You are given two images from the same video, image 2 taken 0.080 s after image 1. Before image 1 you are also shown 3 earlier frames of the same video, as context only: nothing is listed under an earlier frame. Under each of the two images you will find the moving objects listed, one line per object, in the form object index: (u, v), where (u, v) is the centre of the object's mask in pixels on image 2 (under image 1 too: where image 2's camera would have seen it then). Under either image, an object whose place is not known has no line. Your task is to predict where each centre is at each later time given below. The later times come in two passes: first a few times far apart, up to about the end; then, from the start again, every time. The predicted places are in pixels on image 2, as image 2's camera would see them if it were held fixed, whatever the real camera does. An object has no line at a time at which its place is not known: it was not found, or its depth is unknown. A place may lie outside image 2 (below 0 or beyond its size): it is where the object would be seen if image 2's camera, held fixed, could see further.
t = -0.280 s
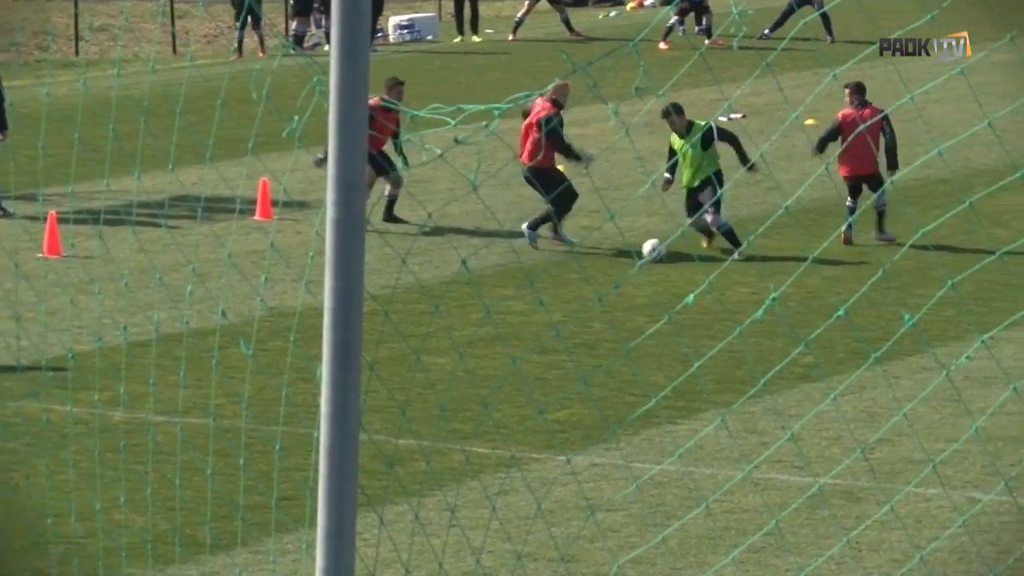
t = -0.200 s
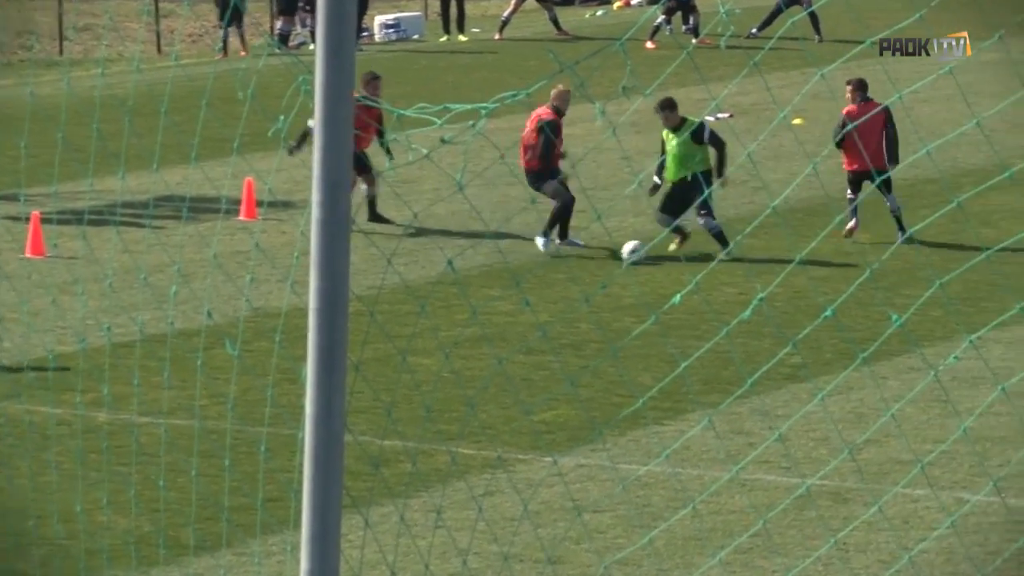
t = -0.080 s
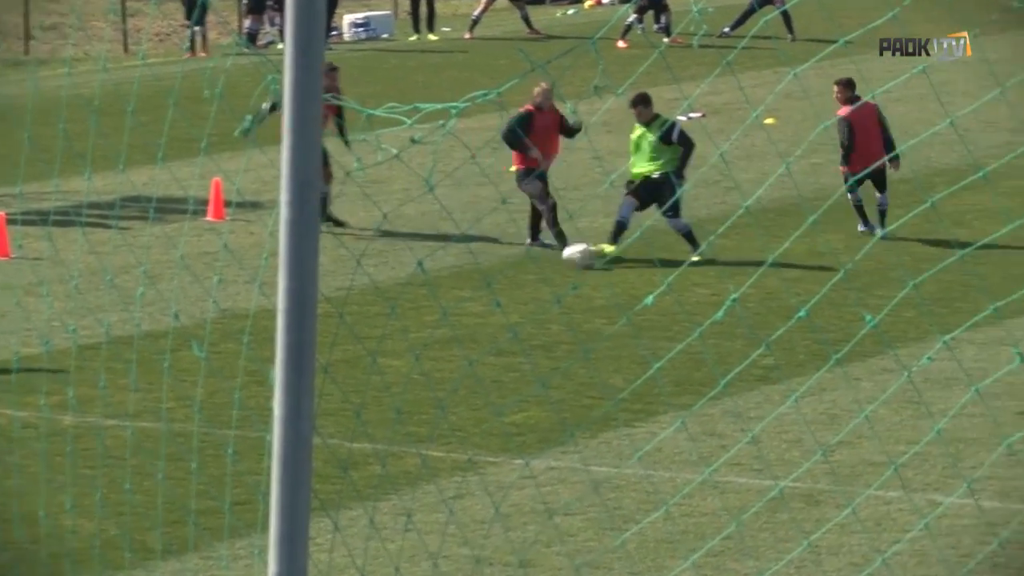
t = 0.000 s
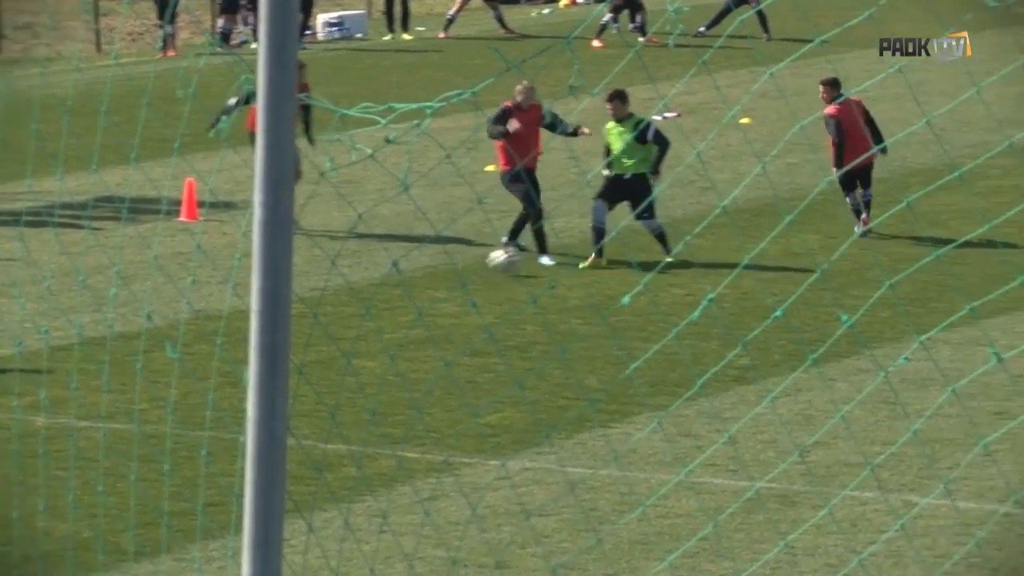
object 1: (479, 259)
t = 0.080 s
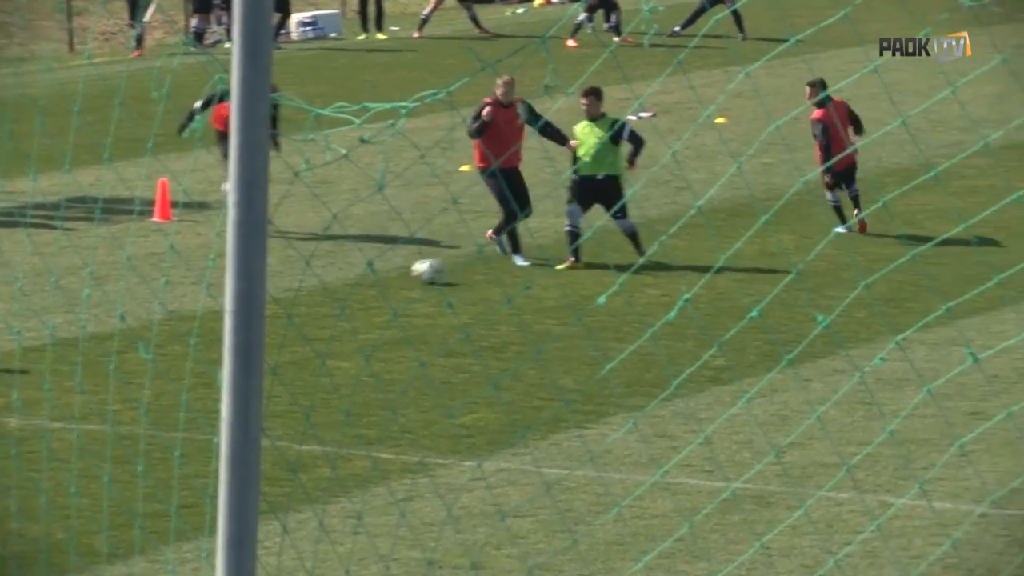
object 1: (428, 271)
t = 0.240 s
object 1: (341, 279)
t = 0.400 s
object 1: (271, 295)
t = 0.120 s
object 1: (406, 270)
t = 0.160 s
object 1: (384, 271)
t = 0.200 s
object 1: (362, 274)
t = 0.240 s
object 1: (341, 279)
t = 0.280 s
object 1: (321, 286)
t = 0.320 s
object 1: (301, 289)
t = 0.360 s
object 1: (283, 292)
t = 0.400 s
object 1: (271, 295)
